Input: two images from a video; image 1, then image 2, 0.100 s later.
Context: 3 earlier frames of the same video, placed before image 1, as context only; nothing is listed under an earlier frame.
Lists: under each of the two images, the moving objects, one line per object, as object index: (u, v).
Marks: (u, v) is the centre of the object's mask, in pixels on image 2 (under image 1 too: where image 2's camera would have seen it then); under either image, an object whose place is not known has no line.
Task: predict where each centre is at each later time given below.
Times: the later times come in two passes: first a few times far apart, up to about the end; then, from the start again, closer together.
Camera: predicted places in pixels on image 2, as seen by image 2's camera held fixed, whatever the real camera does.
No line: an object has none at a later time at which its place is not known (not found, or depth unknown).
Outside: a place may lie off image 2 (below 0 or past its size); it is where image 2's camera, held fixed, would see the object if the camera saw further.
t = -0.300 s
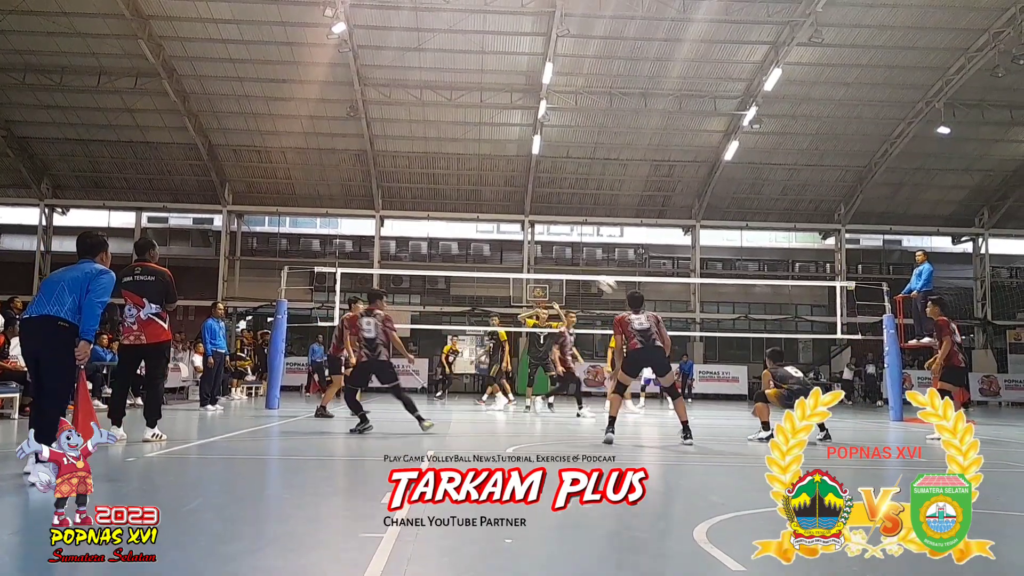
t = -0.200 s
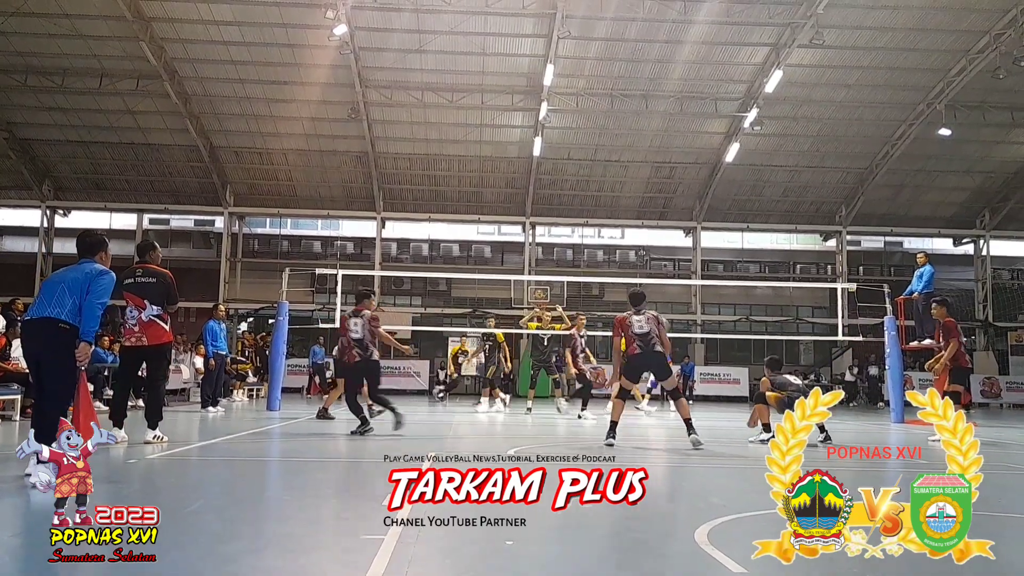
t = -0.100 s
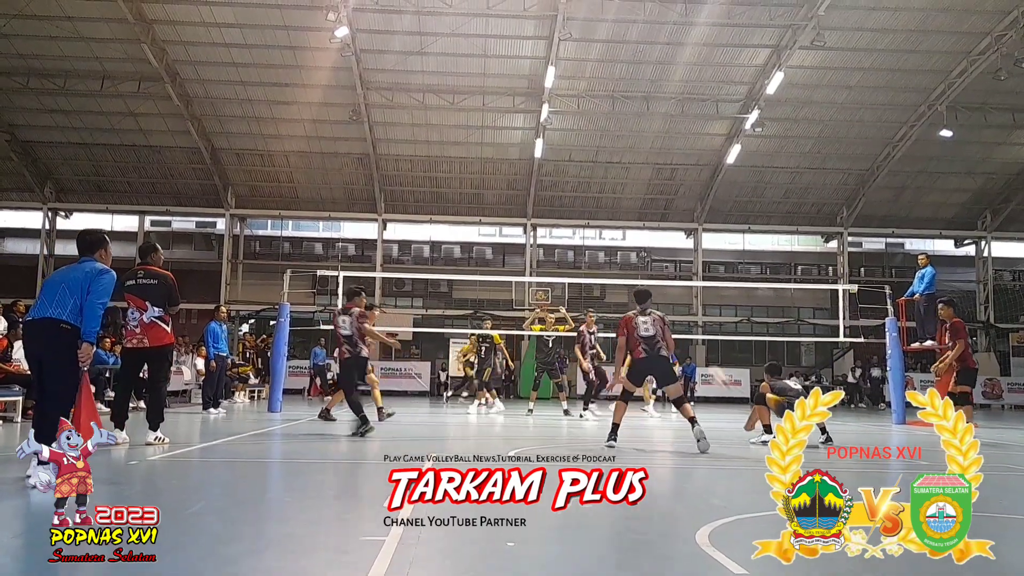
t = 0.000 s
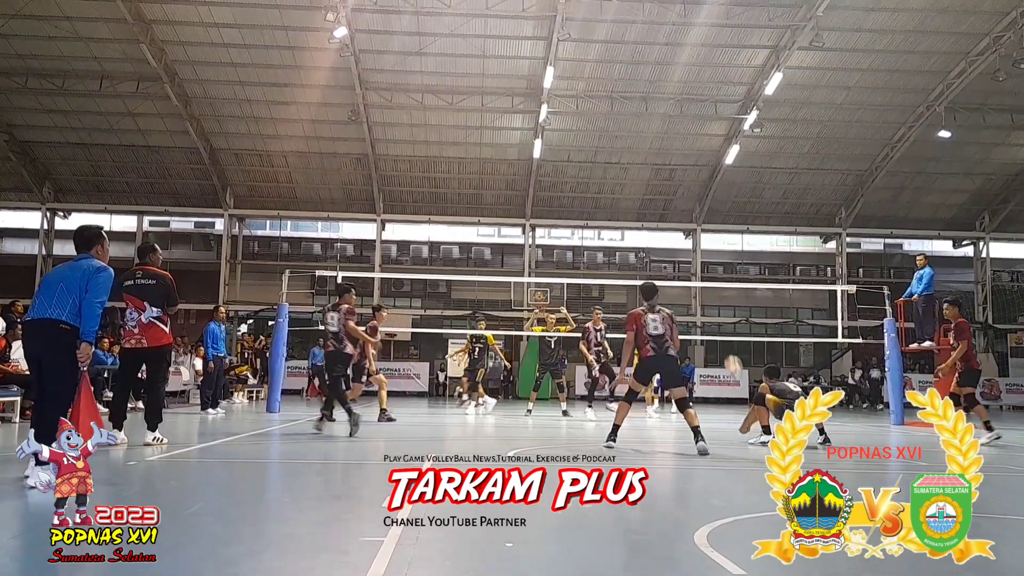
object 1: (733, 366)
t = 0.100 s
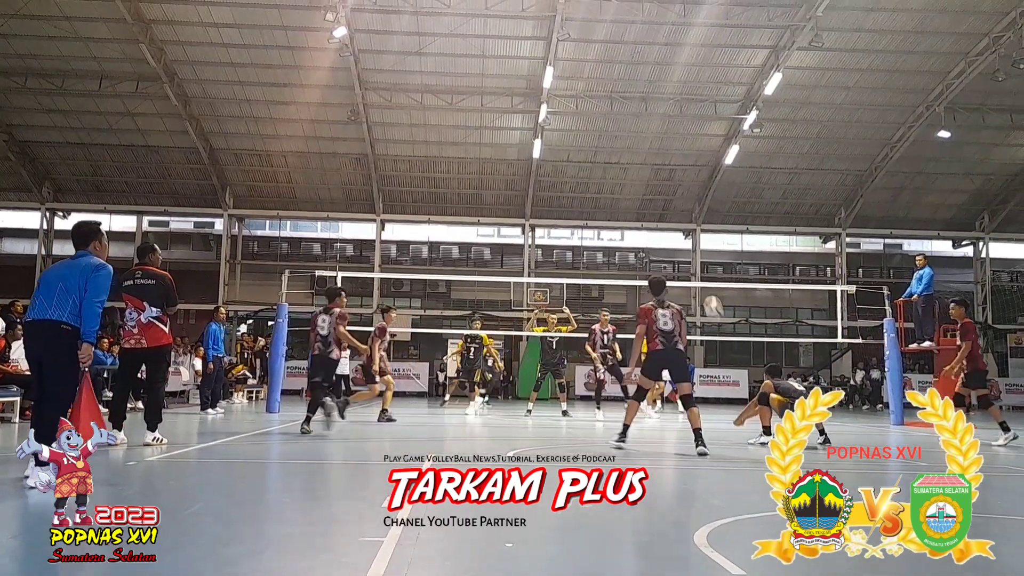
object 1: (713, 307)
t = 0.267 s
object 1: (683, 230)
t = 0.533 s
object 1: (643, 163)
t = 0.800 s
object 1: (609, 147)
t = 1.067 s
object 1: (579, 177)
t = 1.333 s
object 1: (551, 246)
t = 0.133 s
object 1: (707, 291)
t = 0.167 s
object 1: (700, 272)
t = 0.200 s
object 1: (694, 258)
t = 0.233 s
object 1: (688, 244)
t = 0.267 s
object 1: (683, 230)
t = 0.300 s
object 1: (677, 219)
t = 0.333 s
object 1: (671, 208)
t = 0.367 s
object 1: (667, 199)
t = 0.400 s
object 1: (662, 190)
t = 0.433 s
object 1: (657, 181)
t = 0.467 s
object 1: (652, 175)
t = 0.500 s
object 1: (648, 168)
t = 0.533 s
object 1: (643, 163)
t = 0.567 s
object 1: (638, 158)
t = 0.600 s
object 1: (634, 154)
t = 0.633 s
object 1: (630, 151)
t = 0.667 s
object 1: (626, 149)
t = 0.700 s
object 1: (621, 147)
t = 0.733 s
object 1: (617, 146)
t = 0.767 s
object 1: (614, 146)
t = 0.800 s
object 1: (609, 147)
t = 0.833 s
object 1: (605, 148)
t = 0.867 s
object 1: (601, 151)
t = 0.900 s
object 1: (597, 154)
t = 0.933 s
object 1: (594, 156)
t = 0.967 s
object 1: (590, 161)
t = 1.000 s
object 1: (586, 166)
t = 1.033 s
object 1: (583, 171)
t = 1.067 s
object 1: (579, 177)
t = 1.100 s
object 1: (575, 183)
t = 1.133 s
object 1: (572, 190)
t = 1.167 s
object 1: (568, 198)
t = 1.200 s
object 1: (564, 207)
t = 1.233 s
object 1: (561, 215)
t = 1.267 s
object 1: (558, 223)
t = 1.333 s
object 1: (551, 246)
